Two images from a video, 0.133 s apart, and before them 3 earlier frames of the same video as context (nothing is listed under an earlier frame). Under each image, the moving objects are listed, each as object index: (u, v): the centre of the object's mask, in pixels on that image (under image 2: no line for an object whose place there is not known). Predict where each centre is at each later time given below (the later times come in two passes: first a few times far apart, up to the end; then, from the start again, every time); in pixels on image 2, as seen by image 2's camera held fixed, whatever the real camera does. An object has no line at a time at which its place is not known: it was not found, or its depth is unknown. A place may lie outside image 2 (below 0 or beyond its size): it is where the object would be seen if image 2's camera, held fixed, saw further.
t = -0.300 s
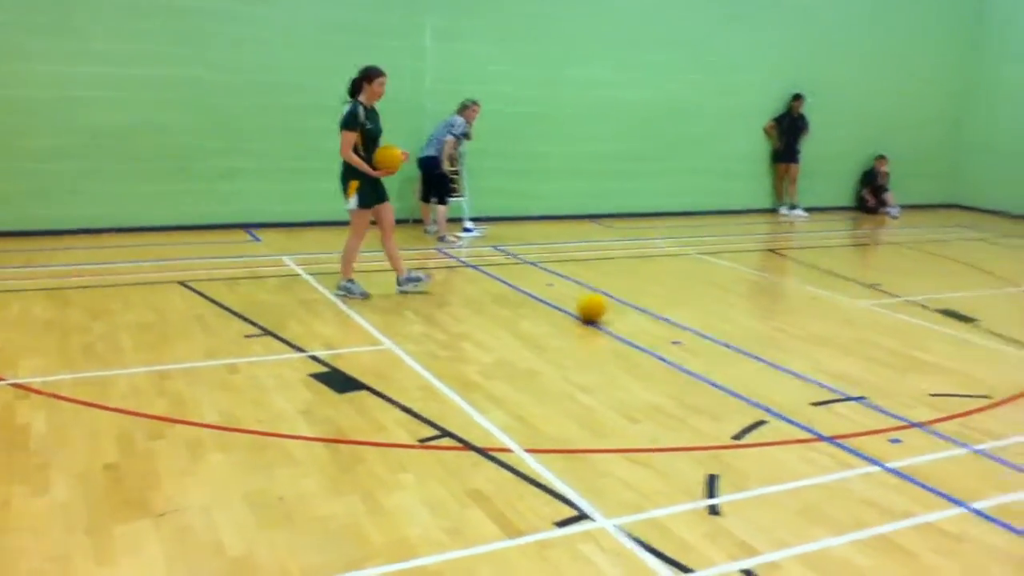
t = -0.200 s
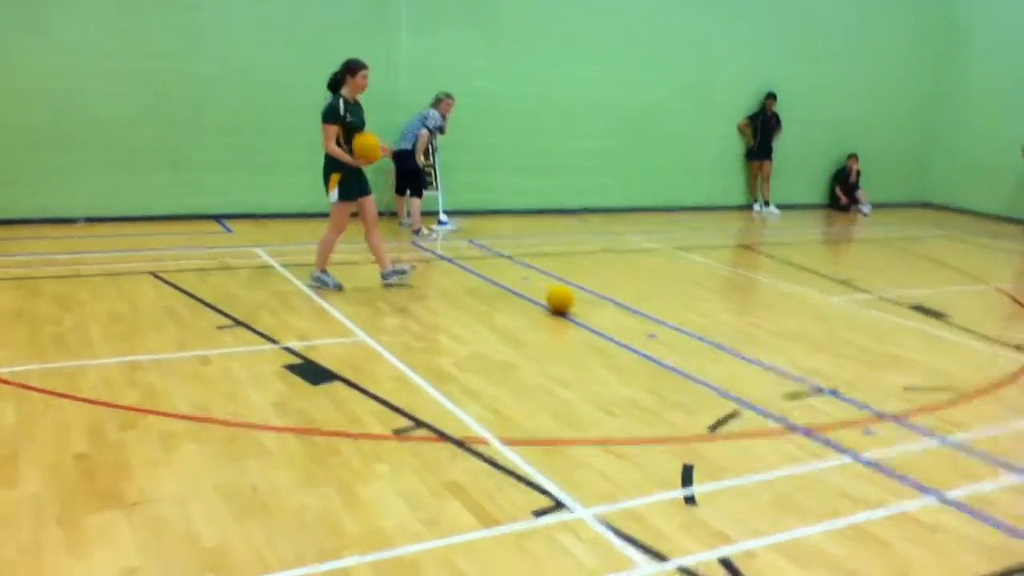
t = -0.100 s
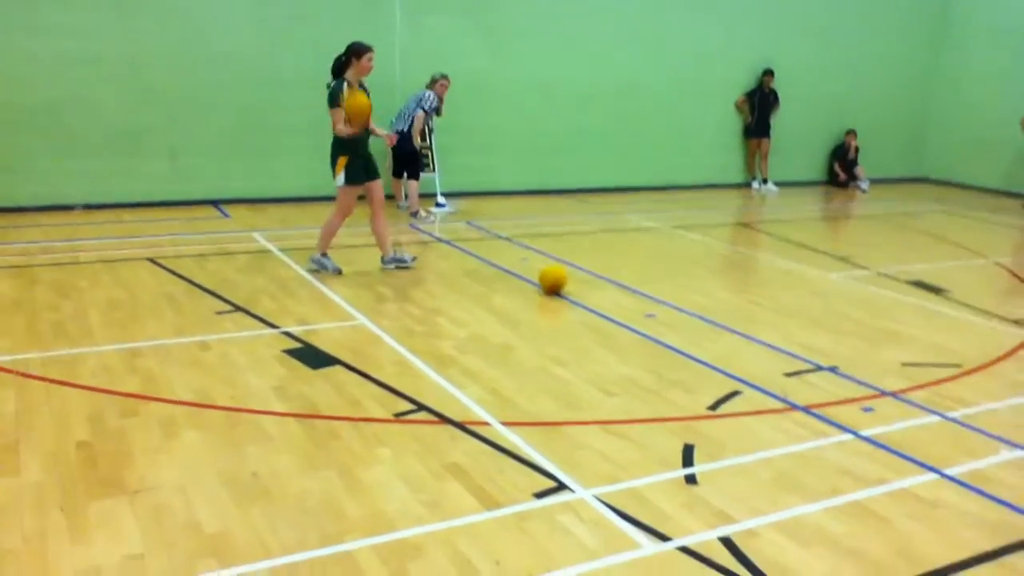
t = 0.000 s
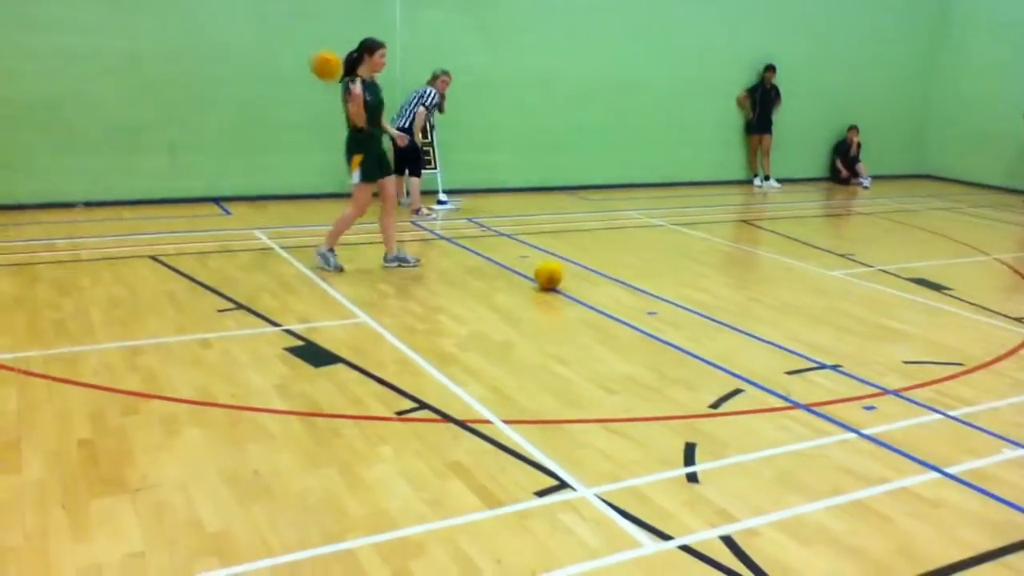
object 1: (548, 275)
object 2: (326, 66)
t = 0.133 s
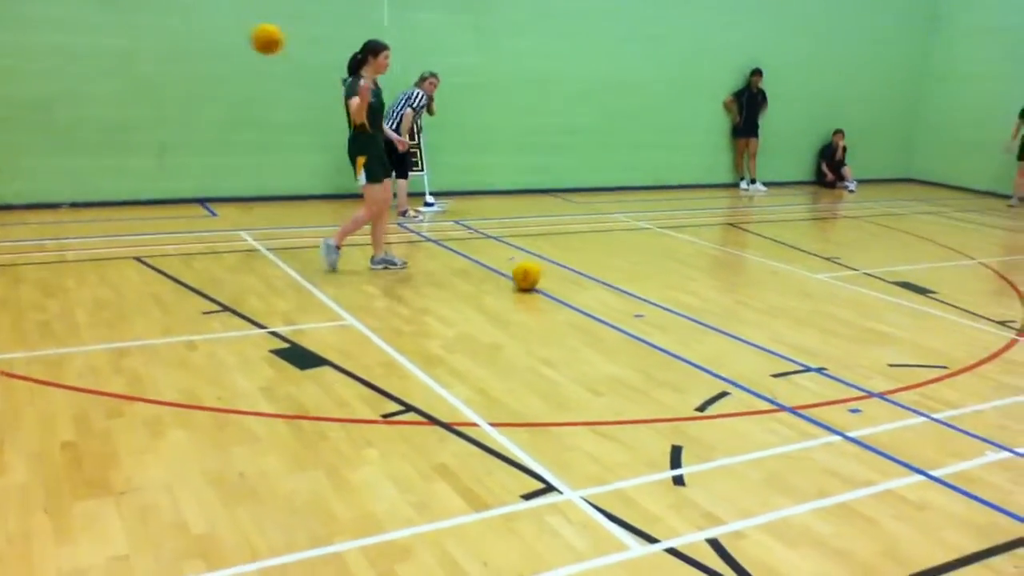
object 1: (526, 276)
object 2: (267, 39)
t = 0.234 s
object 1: (519, 275)
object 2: (231, 36)
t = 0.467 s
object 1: (506, 272)
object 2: (150, 90)
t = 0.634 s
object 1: (498, 272)
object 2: (95, 181)
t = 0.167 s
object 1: (524, 276)
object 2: (255, 37)
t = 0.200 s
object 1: (522, 276)
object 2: (242, 36)
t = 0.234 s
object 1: (519, 275)
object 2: (231, 36)
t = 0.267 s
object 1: (517, 274)
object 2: (219, 39)
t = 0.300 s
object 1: (515, 274)
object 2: (207, 42)
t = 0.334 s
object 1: (513, 274)
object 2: (197, 49)
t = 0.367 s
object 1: (512, 273)
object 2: (186, 57)
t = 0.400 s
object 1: (510, 273)
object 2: (174, 66)
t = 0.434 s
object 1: (508, 273)
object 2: (162, 77)
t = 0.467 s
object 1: (506, 272)
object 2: (150, 90)
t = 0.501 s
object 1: (505, 272)
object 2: (139, 104)
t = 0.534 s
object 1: (503, 273)
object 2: (128, 123)
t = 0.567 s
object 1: (501, 272)
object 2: (117, 139)
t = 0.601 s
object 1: (500, 272)
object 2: (107, 159)
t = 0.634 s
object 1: (498, 272)
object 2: (95, 181)
